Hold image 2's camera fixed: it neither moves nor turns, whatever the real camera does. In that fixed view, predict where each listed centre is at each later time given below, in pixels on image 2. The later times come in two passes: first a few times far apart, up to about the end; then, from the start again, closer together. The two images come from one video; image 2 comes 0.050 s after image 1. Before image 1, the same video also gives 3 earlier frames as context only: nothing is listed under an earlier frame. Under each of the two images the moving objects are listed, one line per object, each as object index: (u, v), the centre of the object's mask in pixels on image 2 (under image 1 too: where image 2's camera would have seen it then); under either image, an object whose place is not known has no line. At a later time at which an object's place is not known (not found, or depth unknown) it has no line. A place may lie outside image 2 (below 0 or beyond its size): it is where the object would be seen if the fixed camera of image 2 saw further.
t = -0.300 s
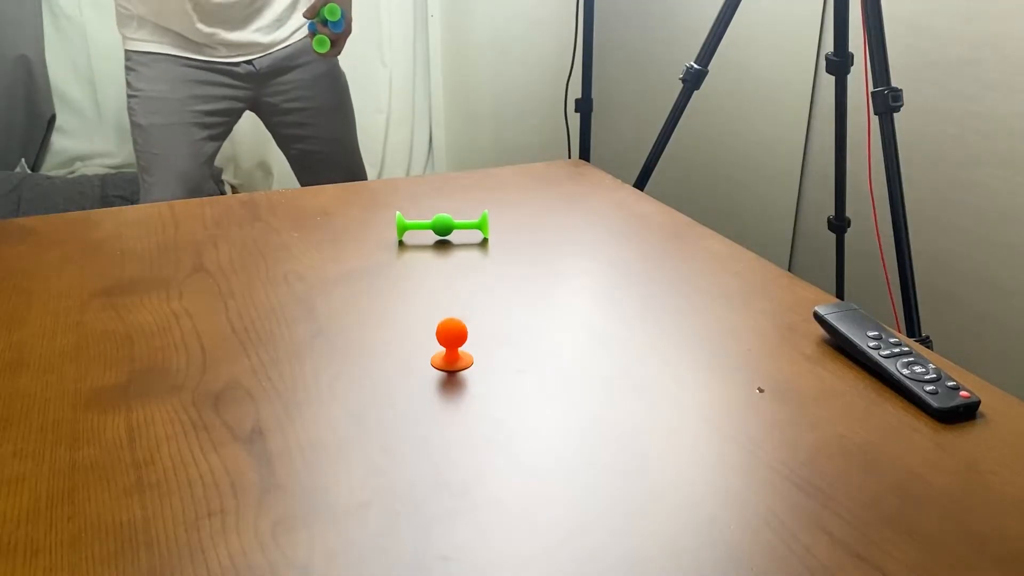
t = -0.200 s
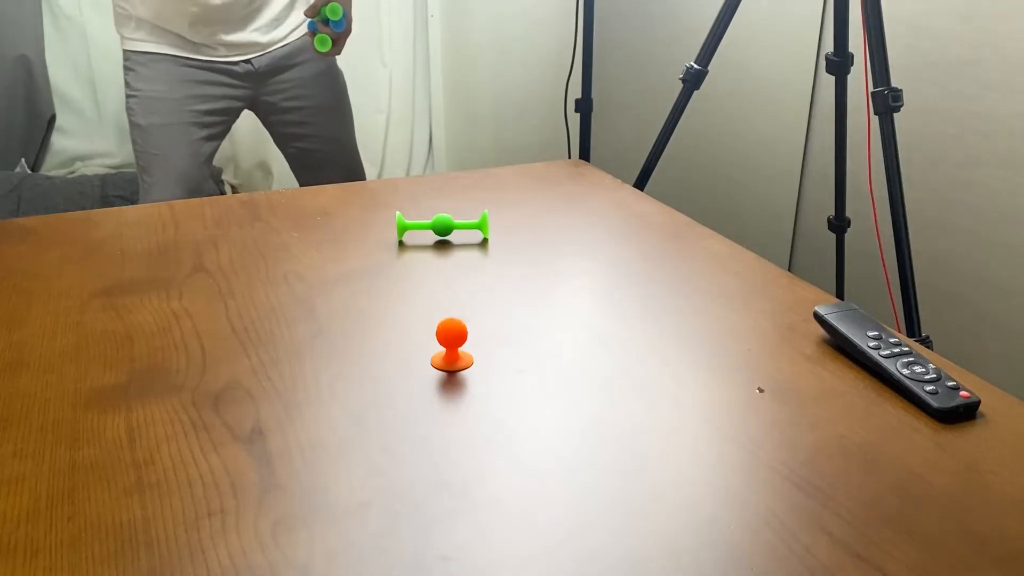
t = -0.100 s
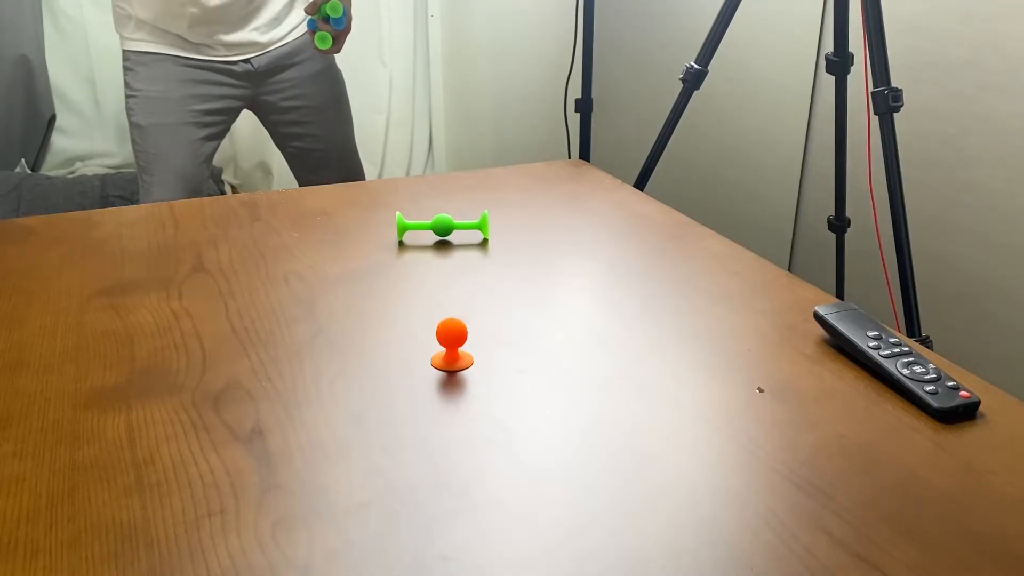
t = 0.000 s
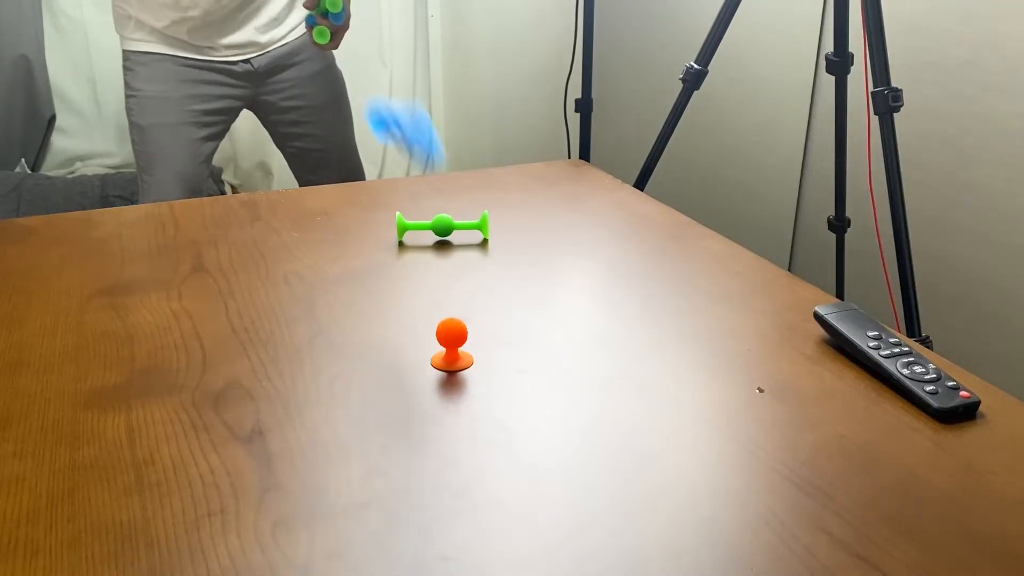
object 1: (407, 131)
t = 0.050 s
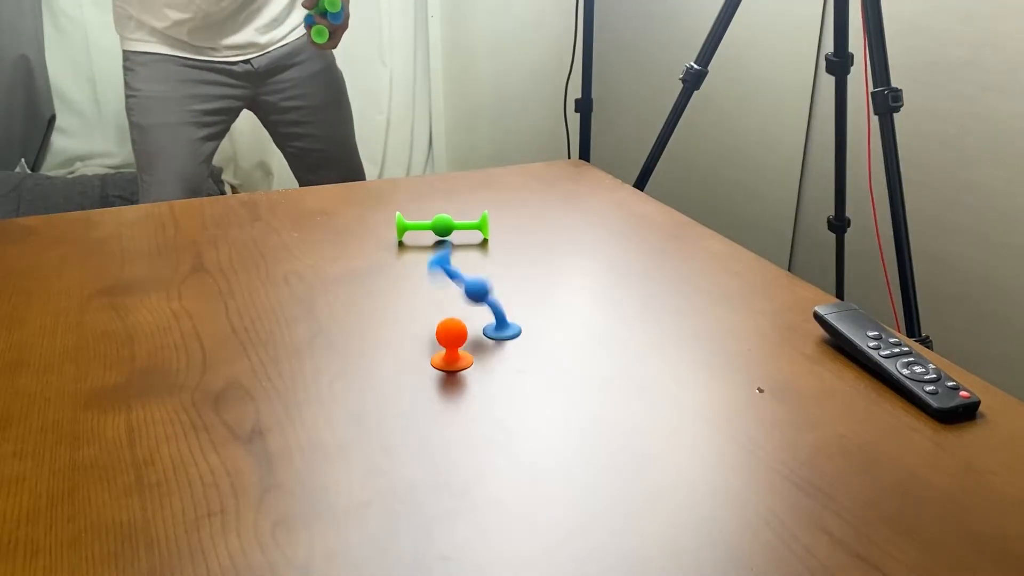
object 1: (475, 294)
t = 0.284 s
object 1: (516, 286)
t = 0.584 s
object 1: (494, 283)
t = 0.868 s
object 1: (500, 282)
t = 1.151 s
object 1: (503, 282)
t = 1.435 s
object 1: (502, 282)
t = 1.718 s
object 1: (501, 282)
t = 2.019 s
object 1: (501, 282)
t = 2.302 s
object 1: (501, 282)
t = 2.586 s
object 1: (501, 282)
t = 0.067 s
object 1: (475, 287)
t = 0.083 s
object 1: (489, 282)
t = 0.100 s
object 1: (510, 283)
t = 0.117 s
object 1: (526, 293)
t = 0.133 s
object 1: (531, 296)
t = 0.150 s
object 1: (525, 290)
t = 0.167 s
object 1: (512, 282)
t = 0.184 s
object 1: (496, 286)
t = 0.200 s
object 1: (485, 288)
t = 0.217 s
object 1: (481, 290)
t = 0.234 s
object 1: (483, 288)
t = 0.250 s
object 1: (491, 283)
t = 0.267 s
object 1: (504, 283)
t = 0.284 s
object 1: (516, 286)
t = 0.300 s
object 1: (522, 288)
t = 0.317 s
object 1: (519, 288)
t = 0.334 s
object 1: (511, 284)
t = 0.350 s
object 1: (500, 282)
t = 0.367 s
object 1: (492, 284)
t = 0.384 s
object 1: (488, 286)
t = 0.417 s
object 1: (492, 284)
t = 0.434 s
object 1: (500, 283)
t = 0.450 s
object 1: (508, 283)
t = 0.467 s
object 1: (513, 284)
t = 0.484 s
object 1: (513, 284)
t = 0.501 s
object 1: (509, 284)
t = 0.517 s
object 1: (503, 283)
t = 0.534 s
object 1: (497, 283)
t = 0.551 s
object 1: (493, 283)
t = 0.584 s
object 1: (494, 283)
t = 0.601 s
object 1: (499, 283)
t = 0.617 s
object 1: (504, 282)
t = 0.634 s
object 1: (508, 283)
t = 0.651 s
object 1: (509, 283)
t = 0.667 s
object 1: (507, 283)
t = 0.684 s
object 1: (503, 282)
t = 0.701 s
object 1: (499, 282)
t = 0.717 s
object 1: (496, 283)
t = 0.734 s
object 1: (495, 283)
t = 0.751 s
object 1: (497, 283)
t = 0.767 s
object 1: (500, 283)
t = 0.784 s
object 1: (503, 282)
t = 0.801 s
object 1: (505, 282)
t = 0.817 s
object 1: (506, 282)
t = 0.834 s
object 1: (505, 282)
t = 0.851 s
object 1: (502, 282)
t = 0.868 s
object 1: (500, 282)
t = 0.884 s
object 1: (498, 282)
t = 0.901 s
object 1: (498, 282)
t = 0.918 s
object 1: (499, 282)
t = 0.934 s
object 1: (501, 282)
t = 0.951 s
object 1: (503, 282)
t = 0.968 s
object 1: (504, 282)
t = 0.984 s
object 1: (504, 282)
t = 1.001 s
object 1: (503, 282)
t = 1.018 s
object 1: (502, 282)
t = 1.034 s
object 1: (500, 282)
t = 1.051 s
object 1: (499, 282)
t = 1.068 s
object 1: (499, 282)
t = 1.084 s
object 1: (500, 282)
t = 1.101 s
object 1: (501, 282)
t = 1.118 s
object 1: (502, 282)
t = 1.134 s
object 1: (503, 282)
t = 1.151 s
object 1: (503, 282)
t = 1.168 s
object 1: (502, 282)
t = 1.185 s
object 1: (501, 282)
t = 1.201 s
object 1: (500, 282)
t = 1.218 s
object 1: (500, 282)
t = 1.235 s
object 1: (500, 282)
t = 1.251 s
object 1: (501, 282)
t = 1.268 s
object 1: (502, 282)
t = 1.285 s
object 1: (502, 282)
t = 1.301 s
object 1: (502, 282)
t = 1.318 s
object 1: (502, 282)
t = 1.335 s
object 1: (501, 282)
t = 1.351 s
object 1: (501, 282)
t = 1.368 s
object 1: (500, 282)
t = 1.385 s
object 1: (500, 282)
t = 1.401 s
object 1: (501, 282)
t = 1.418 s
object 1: (501, 282)
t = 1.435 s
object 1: (502, 282)
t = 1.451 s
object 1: (502, 282)
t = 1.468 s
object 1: (502, 282)
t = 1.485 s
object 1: (501, 282)
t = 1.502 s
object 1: (501, 282)
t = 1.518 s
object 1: (501, 282)
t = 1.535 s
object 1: (501, 282)
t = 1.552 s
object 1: (501, 282)
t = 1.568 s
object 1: (501, 282)
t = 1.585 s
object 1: (501, 282)
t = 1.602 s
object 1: (502, 282)
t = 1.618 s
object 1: (502, 282)
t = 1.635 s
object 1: (501, 282)
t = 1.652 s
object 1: (501, 282)
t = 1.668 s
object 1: (501, 282)
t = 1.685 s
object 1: (501, 282)
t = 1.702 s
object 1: (501, 282)
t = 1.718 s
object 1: (501, 282)
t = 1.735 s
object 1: (501, 282)
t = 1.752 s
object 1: (502, 282)
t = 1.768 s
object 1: (502, 282)
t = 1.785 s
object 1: (501, 282)
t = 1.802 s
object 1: (501, 282)
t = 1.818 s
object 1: (501, 282)
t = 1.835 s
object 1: (501, 282)
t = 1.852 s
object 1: (501, 282)
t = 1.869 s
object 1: (501, 282)
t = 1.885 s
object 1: (501, 282)
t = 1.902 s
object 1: (501, 282)
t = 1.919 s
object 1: (501, 282)
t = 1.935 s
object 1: (501, 282)
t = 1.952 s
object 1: (501, 282)
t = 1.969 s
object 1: (501, 282)
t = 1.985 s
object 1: (501, 282)
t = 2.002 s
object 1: (501, 282)
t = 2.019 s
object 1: (501, 282)
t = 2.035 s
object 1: (501, 282)
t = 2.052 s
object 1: (501, 282)
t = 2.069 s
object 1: (501, 282)
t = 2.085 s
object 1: (501, 282)
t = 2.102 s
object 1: (501, 282)
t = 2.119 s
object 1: (501, 282)
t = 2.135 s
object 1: (501, 282)
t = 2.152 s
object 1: (501, 282)
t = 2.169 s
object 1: (501, 282)
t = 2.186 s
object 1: (501, 282)
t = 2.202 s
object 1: (501, 282)
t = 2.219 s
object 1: (501, 282)
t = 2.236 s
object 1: (501, 282)
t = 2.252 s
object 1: (501, 282)
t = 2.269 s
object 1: (501, 282)
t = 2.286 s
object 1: (501, 282)
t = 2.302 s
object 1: (501, 282)
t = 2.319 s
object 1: (501, 282)
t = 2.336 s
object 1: (501, 282)
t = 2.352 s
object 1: (501, 282)
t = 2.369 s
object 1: (501, 282)
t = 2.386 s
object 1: (501, 282)
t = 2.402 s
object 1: (501, 282)
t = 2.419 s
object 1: (501, 282)
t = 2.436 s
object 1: (501, 282)
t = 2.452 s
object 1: (501, 282)
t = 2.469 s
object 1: (501, 282)
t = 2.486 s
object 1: (501, 282)
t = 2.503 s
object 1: (501, 282)
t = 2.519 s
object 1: (501, 282)
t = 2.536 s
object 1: (501, 282)
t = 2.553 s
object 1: (501, 282)
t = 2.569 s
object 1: (501, 282)
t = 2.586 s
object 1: (501, 282)
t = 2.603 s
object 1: (501, 282)
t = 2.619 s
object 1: (501, 282)
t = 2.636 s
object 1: (501, 282)
